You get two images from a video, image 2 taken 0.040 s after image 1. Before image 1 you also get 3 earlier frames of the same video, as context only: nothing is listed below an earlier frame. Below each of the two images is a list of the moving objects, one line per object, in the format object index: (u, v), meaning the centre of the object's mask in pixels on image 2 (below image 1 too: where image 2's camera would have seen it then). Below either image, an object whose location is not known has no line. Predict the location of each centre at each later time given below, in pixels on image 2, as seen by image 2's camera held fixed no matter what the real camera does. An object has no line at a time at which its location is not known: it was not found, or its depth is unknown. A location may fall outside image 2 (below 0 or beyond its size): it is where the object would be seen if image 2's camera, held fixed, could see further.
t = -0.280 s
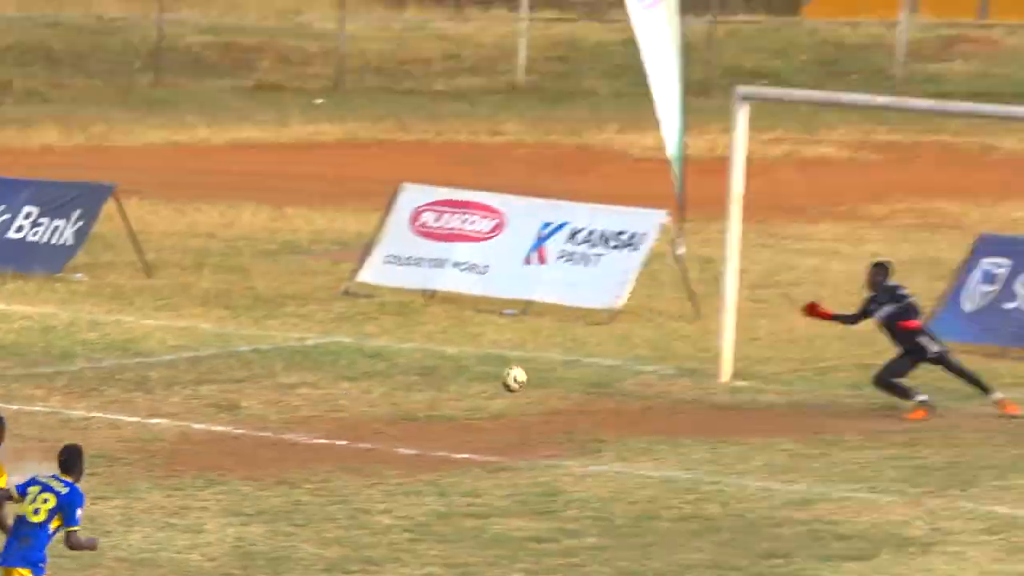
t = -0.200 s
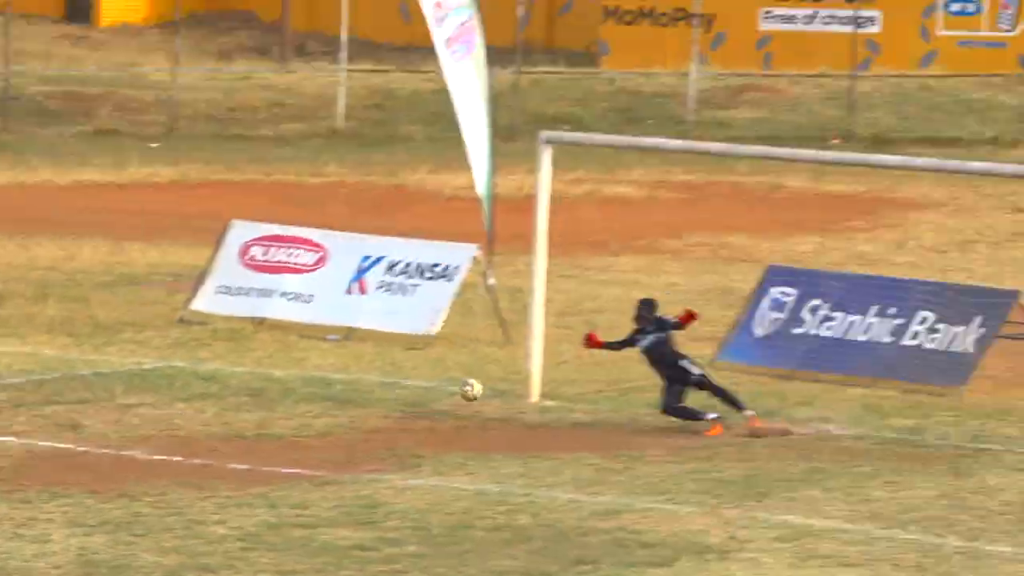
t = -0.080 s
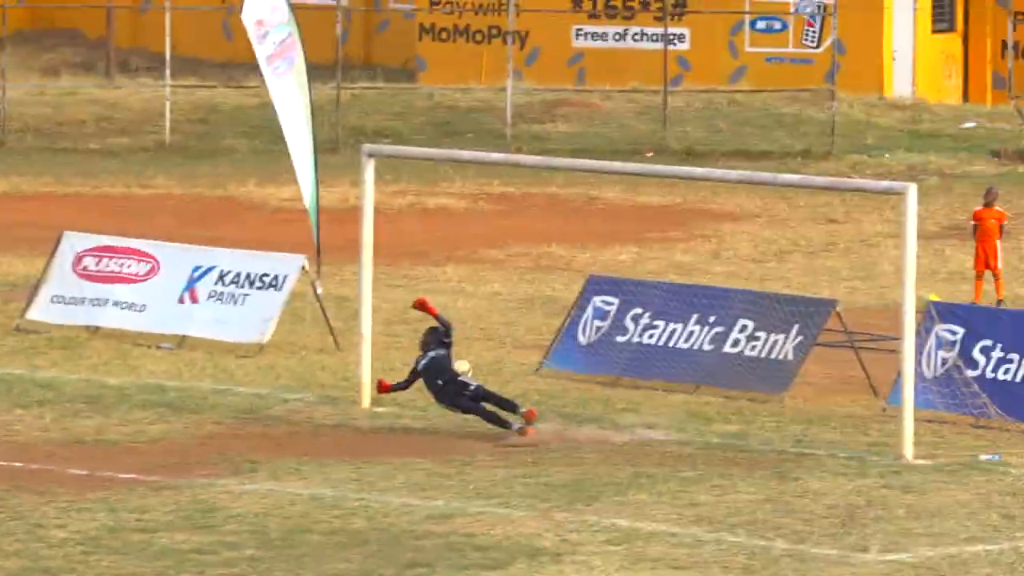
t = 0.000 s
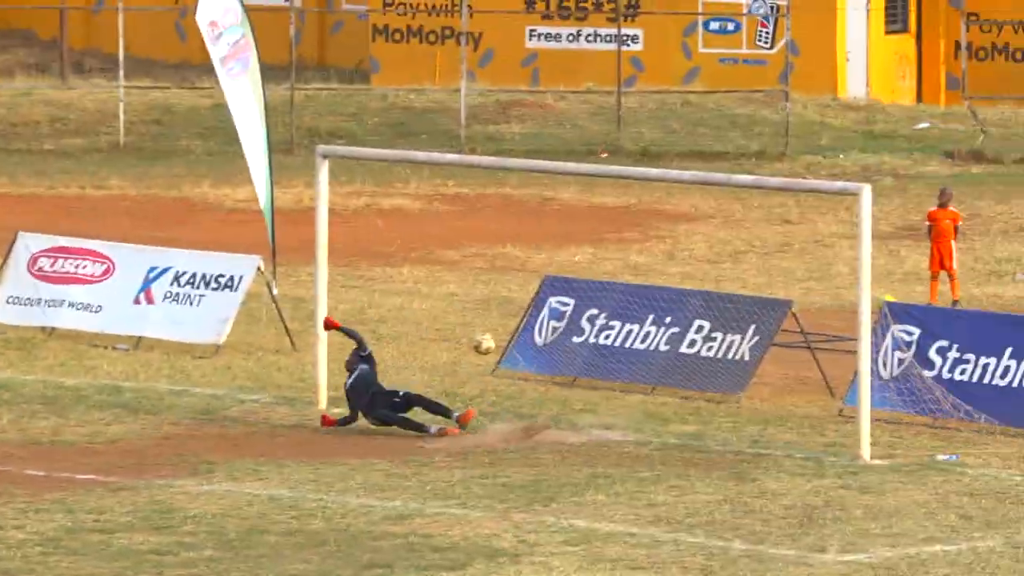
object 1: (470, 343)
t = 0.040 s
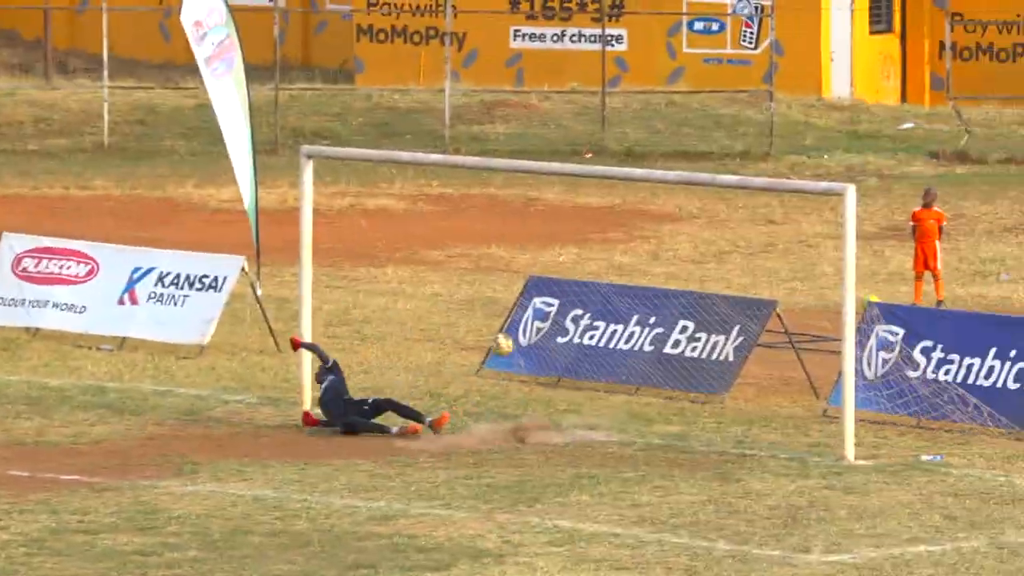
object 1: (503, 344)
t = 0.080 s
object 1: (533, 353)
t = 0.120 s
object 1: (559, 365)
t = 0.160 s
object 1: (567, 383)
